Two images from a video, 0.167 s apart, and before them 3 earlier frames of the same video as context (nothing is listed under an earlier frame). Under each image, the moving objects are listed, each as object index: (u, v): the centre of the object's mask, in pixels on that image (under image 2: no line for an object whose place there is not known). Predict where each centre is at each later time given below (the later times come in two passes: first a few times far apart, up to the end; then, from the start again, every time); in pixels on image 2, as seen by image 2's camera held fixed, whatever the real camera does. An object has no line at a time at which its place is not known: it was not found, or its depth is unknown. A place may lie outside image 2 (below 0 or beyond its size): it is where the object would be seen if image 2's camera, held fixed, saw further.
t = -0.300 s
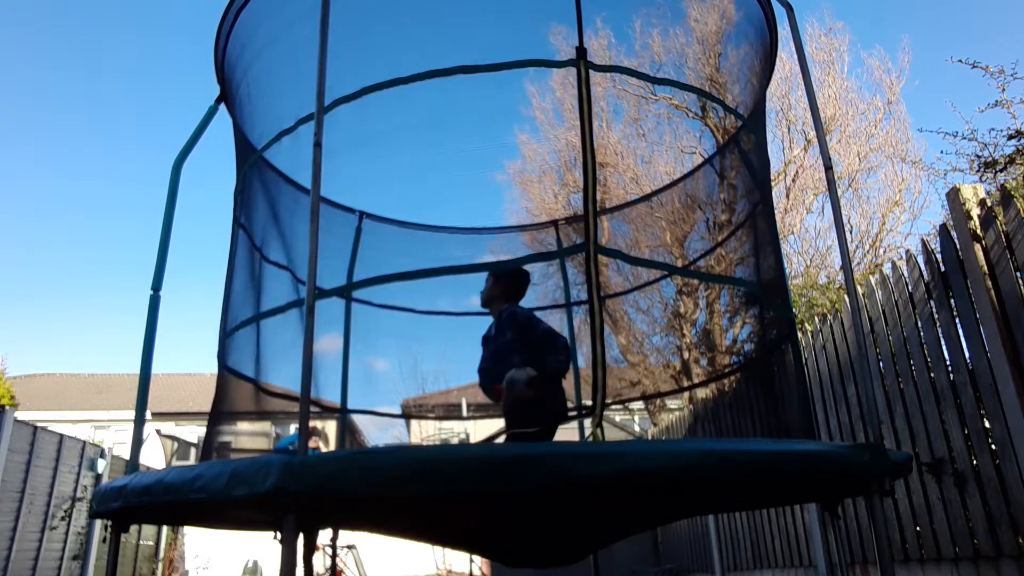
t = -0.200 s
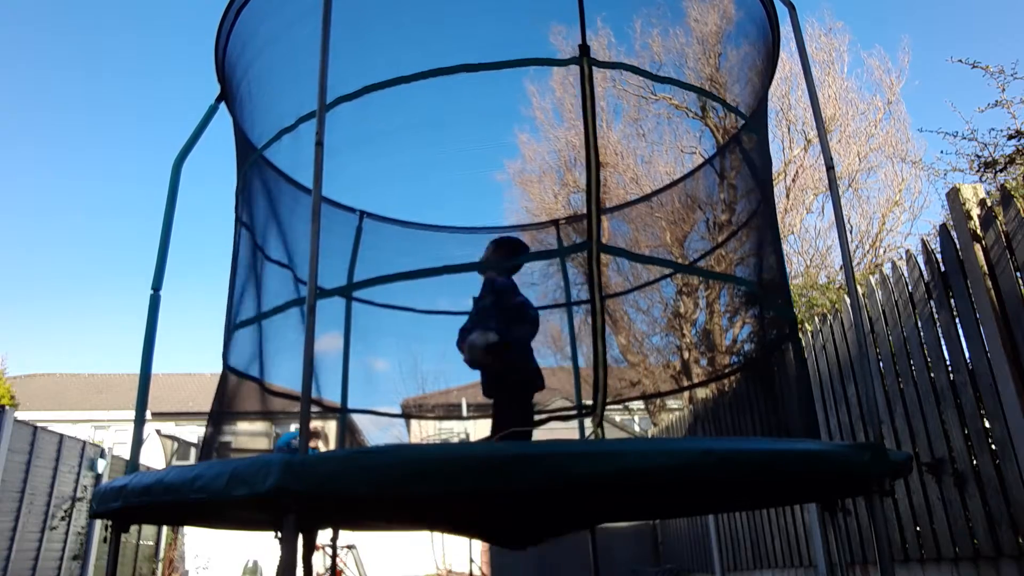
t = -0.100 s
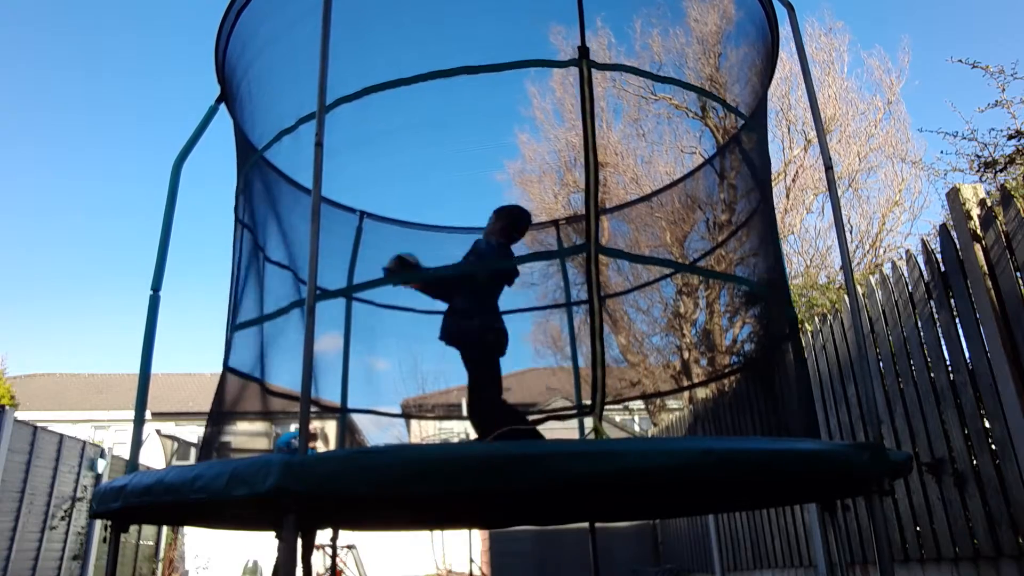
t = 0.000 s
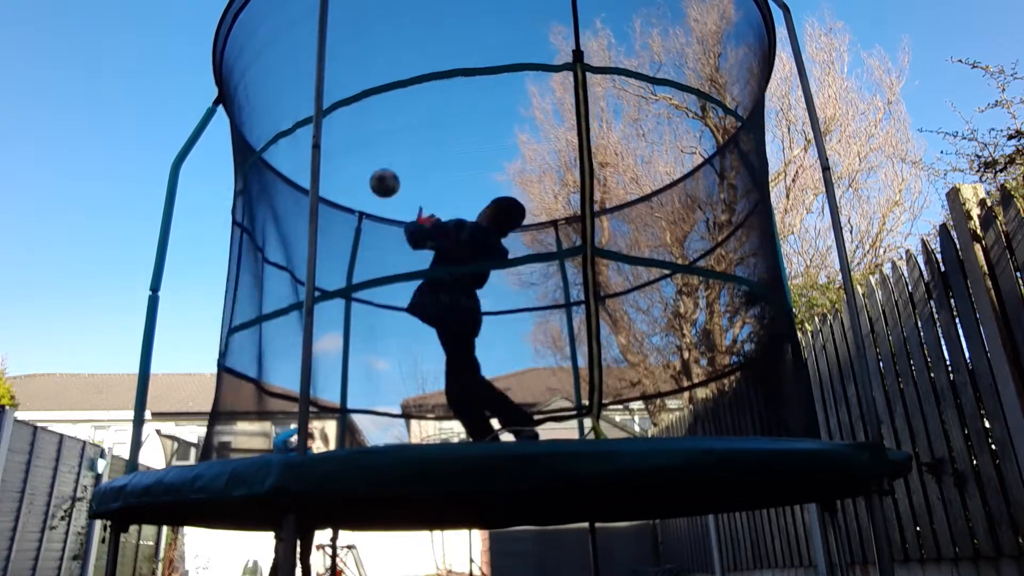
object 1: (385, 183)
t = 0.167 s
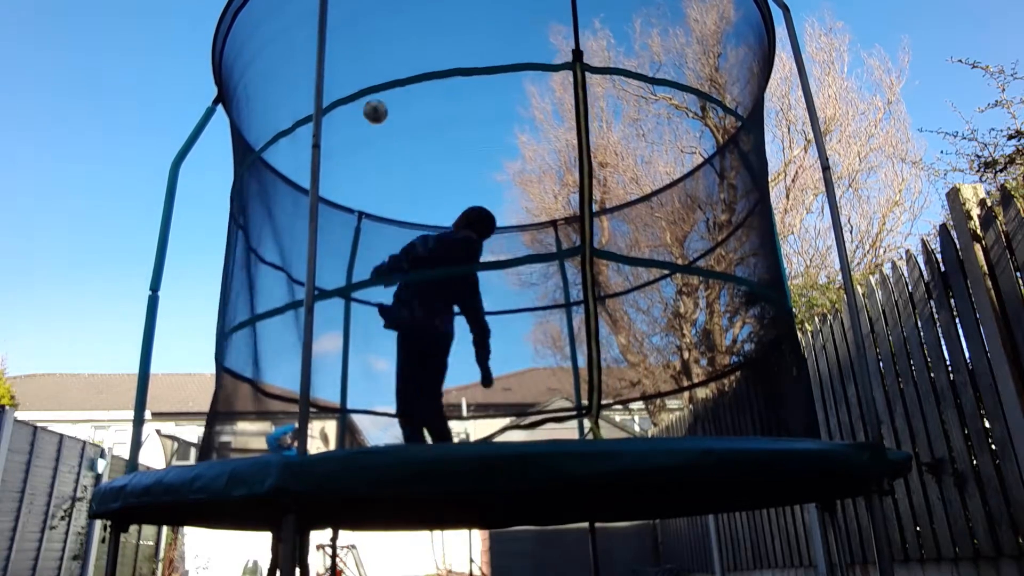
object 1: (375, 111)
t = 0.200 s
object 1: (374, 105)
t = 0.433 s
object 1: (364, 103)
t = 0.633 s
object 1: (354, 144)
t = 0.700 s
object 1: (351, 165)
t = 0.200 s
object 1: (374, 105)
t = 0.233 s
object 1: (373, 102)
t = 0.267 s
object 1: (370, 97)
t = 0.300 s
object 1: (368, 95)
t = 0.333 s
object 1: (367, 94)
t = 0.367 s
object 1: (365, 96)
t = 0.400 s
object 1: (364, 99)
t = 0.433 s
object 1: (364, 103)
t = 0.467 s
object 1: (361, 106)
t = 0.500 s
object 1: (360, 111)
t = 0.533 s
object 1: (358, 118)
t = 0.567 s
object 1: (357, 126)
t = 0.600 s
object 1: (355, 134)
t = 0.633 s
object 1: (354, 144)
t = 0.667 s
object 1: (352, 154)
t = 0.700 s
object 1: (351, 165)
